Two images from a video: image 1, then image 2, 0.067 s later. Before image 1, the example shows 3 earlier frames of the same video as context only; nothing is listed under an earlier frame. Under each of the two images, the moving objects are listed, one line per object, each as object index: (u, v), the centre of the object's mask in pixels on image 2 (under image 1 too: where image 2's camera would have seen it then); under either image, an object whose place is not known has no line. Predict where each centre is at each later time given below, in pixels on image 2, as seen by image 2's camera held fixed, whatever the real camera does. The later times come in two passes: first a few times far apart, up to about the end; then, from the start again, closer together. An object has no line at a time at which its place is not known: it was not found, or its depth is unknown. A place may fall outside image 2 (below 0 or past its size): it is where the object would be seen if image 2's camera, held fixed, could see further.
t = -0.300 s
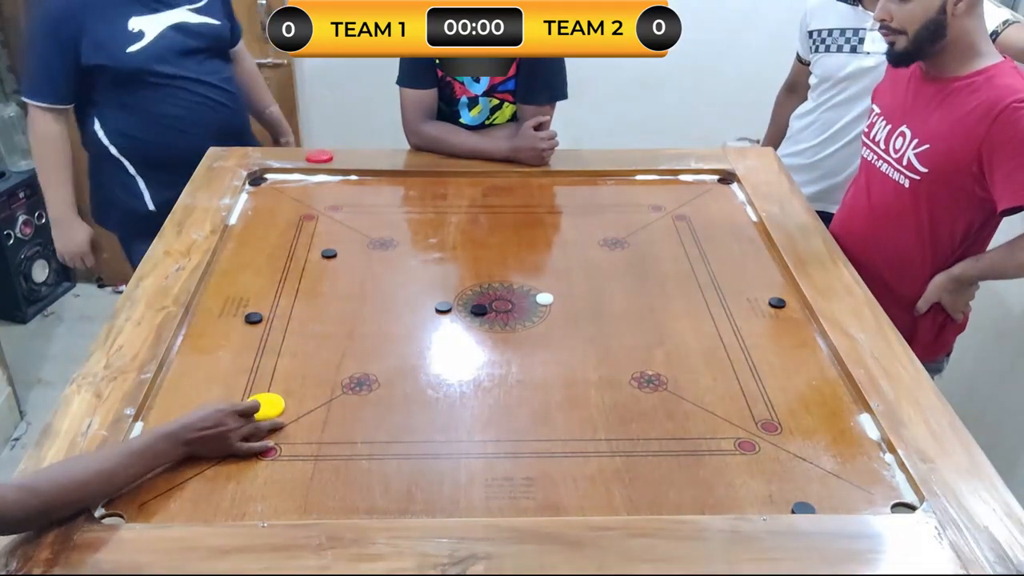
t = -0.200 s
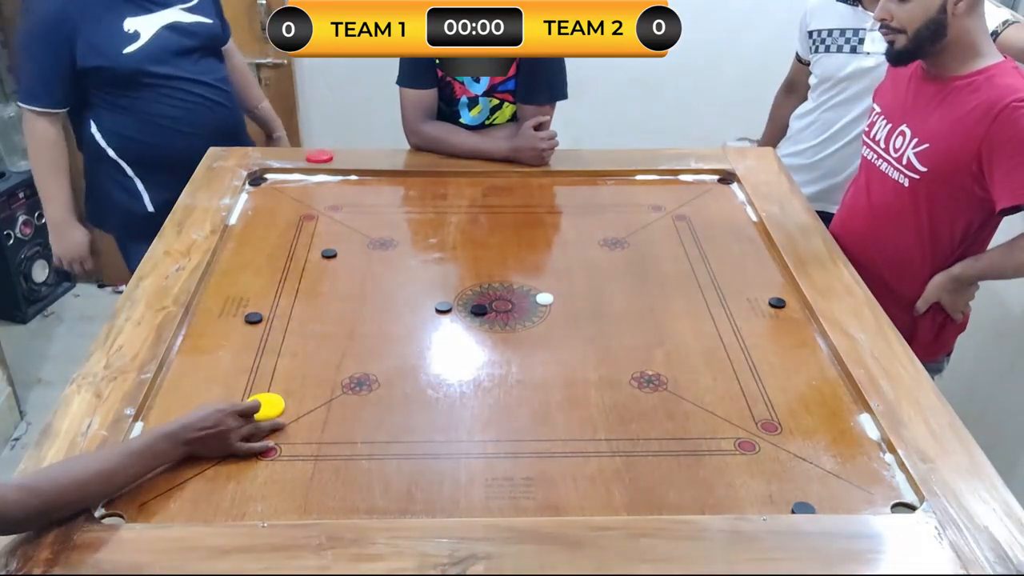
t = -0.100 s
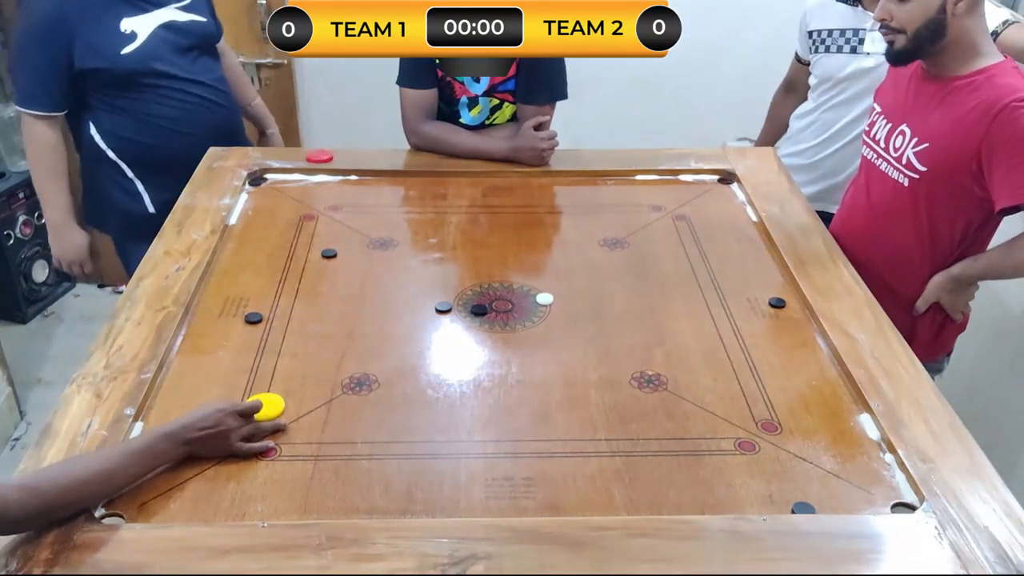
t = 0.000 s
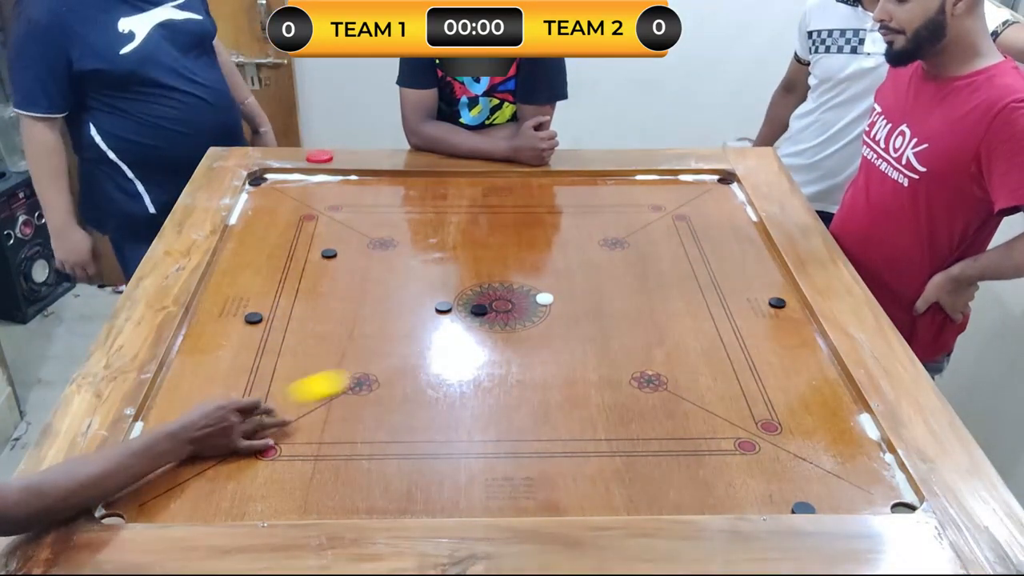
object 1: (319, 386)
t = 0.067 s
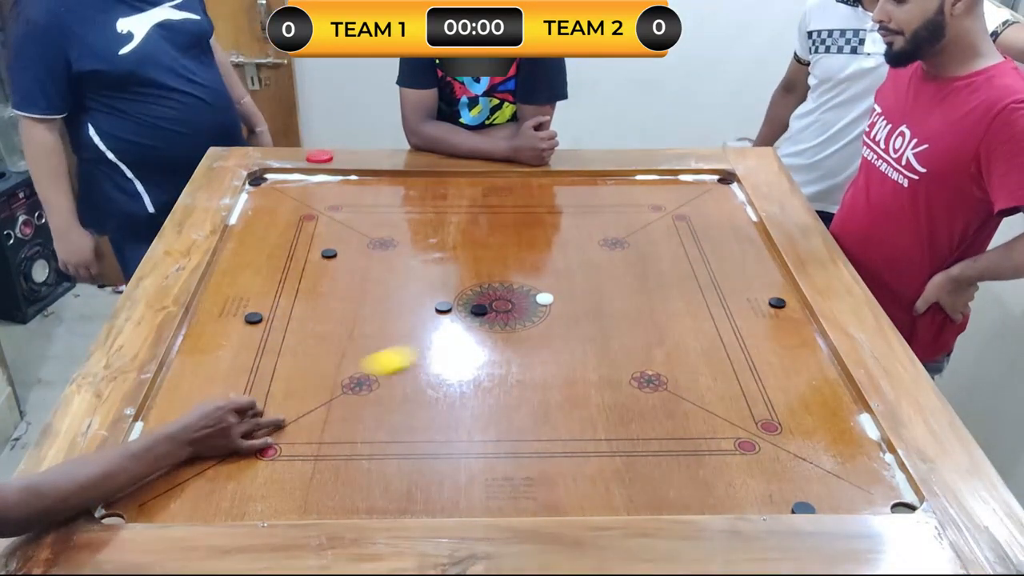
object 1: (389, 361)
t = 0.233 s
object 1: (532, 310)
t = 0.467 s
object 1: (643, 284)
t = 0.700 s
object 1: (723, 266)
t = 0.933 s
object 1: (748, 255)
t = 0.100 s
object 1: (417, 351)
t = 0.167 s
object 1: (487, 326)
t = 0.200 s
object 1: (509, 318)
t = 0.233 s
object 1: (532, 310)
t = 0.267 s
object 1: (551, 305)
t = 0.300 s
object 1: (568, 301)
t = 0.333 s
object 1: (585, 297)
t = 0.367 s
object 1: (600, 294)
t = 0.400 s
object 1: (615, 290)
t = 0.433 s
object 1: (629, 287)
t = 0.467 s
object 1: (643, 284)
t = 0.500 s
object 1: (656, 281)
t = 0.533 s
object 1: (668, 278)
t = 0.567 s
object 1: (680, 275)
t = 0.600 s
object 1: (692, 273)
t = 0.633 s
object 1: (703, 270)
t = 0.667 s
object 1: (713, 268)
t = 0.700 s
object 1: (723, 266)
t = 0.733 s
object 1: (733, 264)
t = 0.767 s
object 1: (741, 261)
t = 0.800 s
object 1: (750, 260)
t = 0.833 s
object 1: (757, 258)
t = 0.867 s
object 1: (759, 256)
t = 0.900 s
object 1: (753, 255)
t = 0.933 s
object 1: (748, 255)
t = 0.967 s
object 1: (743, 254)
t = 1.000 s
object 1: (739, 253)
